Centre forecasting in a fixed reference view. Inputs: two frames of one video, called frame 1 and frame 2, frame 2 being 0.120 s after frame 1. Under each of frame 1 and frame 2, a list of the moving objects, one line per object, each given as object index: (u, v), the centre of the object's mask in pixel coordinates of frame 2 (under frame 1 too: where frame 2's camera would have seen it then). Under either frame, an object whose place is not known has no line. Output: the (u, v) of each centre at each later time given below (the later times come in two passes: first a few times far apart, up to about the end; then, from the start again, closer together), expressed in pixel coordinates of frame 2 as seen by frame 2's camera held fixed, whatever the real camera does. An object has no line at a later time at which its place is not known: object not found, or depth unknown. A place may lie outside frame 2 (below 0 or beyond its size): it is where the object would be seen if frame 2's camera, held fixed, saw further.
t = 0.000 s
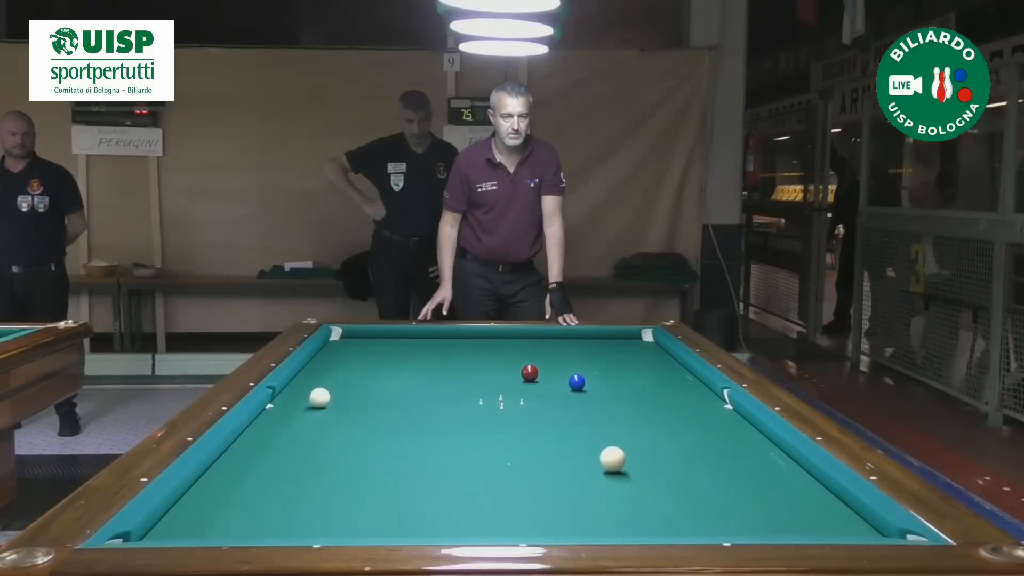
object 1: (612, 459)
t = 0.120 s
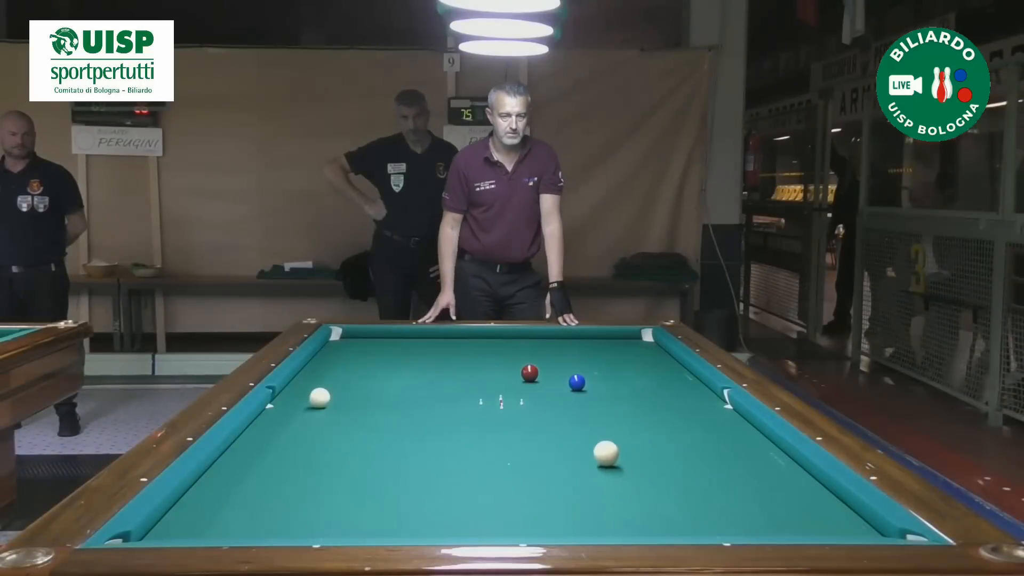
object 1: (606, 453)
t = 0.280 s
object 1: (598, 446)
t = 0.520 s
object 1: (592, 440)
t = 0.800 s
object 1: (586, 434)
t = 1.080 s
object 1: (578, 427)
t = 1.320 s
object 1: (573, 423)
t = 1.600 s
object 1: (568, 418)
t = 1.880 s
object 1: (563, 413)
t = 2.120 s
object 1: (559, 410)
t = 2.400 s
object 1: (555, 406)
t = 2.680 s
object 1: (551, 403)
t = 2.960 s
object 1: (548, 400)
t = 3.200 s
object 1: (545, 397)
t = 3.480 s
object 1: (541, 394)
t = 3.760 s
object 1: (538, 392)
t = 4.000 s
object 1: (536, 390)
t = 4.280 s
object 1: (533, 388)
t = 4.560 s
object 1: (531, 386)
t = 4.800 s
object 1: (530, 384)
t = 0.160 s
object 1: (602, 449)
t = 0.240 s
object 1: (599, 447)
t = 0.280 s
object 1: (598, 446)
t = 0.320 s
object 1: (597, 445)
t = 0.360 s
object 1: (596, 444)
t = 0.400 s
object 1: (595, 443)
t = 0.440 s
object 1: (593, 442)
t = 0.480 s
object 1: (593, 441)
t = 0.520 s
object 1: (592, 440)
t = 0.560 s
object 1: (591, 439)
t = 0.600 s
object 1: (590, 438)
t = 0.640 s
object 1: (589, 437)
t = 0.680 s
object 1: (588, 436)
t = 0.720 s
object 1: (587, 435)
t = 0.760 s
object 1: (586, 435)
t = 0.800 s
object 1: (586, 434)
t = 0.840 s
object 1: (583, 432)
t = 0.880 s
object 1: (583, 432)
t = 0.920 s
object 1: (582, 431)
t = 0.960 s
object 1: (581, 430)
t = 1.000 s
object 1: (580, 429)
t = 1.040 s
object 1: (579, 428)
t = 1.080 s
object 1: (578, 427)
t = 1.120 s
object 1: (577, 427)
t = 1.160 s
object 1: (577, 426)
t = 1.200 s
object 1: (576, 426)
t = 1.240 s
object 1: (575, 424)
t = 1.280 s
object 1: (574, 423)
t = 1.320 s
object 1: (573, 423)
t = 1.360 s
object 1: (572, 422)
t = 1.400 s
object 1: (572, 422)
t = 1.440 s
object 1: (570, 421)
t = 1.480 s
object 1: (570, 420)
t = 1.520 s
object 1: (569, 419)
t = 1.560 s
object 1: (568, 419)
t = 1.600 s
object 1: (568, 418)
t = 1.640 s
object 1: (567, 417)
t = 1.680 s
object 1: (566, 416)
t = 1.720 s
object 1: (566, 416)
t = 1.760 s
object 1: (565, 415)
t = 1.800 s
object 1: (565, 415)
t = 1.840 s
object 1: (564, 414)
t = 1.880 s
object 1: (563, 413)
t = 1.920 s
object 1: (562, 413)
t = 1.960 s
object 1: (562, 412)
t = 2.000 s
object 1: (561, 412)
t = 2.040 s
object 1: (560, 411)
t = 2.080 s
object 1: (559, 410)
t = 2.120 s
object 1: (559, 410)
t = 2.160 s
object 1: (559, 410)
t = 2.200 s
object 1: (558, 409)
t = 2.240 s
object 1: (557, 408)
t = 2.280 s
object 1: (557, 408)
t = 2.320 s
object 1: (556, 407)
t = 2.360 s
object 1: (556, 407)
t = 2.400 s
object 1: (555, 406)
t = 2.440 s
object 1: (554, 405)
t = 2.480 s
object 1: (554, 405)
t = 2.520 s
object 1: (553, 405)
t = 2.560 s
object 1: (553, 404)
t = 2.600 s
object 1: (552, 404)
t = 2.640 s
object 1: (551, 403)
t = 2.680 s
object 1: (551, 403)
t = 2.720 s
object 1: (551, 402)
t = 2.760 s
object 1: (550, 402)
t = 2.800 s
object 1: (550, 401)
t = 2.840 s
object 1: (549, 401)
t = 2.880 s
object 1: (549, 400)
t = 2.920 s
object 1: (548, 400)
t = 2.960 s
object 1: (548, 400)
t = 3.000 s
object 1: (547, 399)
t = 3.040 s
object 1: (546, 399)
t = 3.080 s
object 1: (546, 398)
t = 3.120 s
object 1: (546, 398)
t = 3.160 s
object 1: (545, 397)
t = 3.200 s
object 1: (545, 397)
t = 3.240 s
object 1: (544, 396)
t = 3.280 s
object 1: (544, 396)
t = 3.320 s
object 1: (543, 396)
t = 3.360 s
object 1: (543, 395)
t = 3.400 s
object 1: (542, 395)
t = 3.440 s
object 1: (541, 395)
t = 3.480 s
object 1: (541, 394)
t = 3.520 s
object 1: (541, 394)
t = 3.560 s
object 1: (540, 393)
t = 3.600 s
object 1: (540, 393)
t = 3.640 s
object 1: (539, 393)
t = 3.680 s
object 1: (539, 392)
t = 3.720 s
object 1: (538, 392)
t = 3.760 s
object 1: (538, 392)
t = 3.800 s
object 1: (538, 392)
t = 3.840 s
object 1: (537, 391)
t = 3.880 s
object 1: (537, 391)
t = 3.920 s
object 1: (536, 390)
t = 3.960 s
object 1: (536, 390)
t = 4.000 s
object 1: (536, 390)
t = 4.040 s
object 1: (535, 389)
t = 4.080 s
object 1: (535, 389)
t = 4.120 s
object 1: (535, 389)
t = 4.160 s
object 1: (534, 389)
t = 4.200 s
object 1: (534, 388)
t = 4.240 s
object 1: (534, 388)
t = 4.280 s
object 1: (533, 388)
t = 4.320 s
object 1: (533, 387)
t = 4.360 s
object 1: (533, 387)
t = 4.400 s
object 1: (533, 387)
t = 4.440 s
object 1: (532, 386)
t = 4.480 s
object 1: (532, 386)
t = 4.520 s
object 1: (532, 386)
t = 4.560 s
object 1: (531, 386)
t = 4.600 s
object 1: (531, 385)
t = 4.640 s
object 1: (531, 385)
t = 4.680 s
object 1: (531, 385)
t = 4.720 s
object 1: (531, 385)
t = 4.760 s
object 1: (530, 385)
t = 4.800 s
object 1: (530, 384)
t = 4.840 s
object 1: (530, 384)
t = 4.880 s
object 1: (530, 384)
